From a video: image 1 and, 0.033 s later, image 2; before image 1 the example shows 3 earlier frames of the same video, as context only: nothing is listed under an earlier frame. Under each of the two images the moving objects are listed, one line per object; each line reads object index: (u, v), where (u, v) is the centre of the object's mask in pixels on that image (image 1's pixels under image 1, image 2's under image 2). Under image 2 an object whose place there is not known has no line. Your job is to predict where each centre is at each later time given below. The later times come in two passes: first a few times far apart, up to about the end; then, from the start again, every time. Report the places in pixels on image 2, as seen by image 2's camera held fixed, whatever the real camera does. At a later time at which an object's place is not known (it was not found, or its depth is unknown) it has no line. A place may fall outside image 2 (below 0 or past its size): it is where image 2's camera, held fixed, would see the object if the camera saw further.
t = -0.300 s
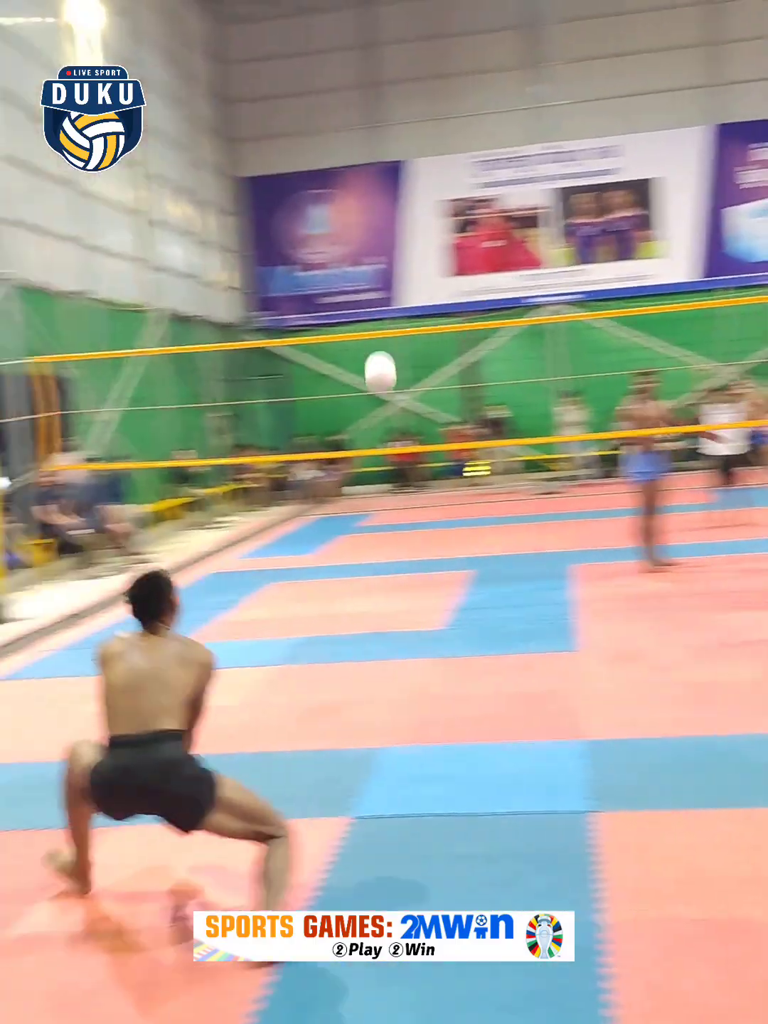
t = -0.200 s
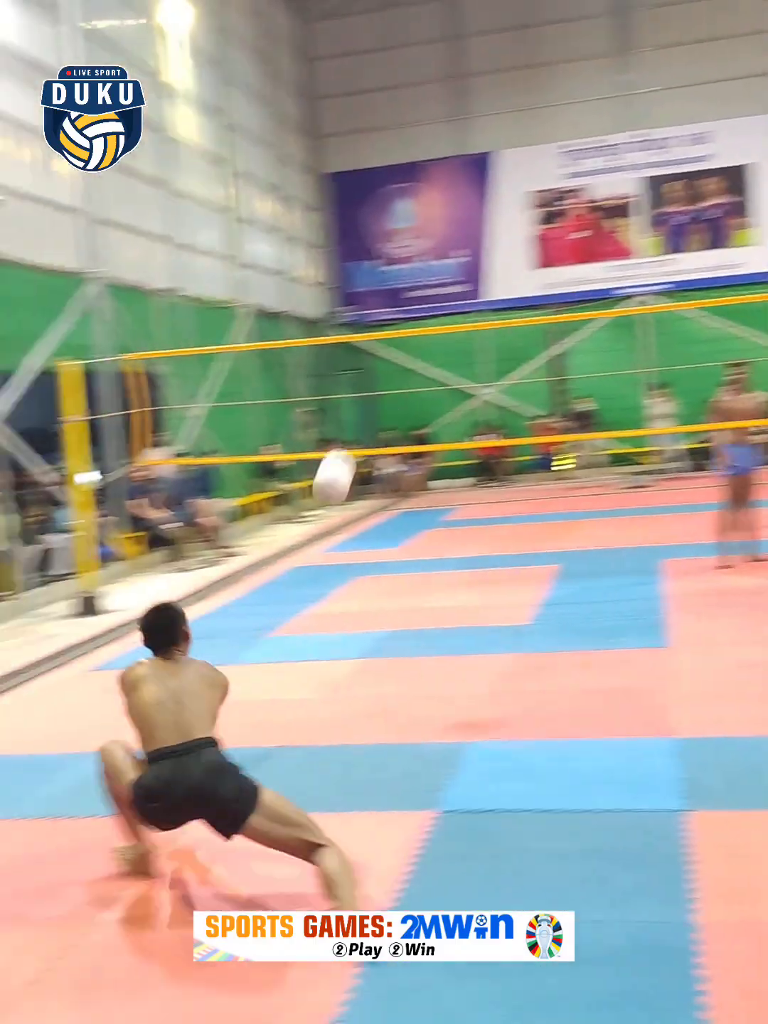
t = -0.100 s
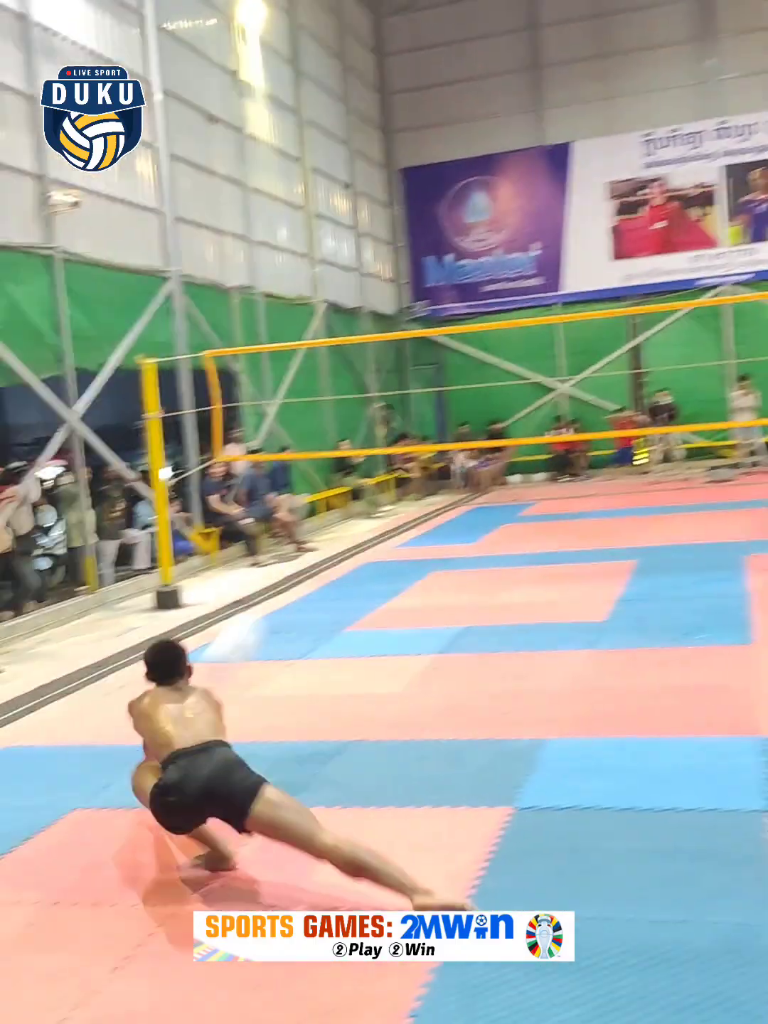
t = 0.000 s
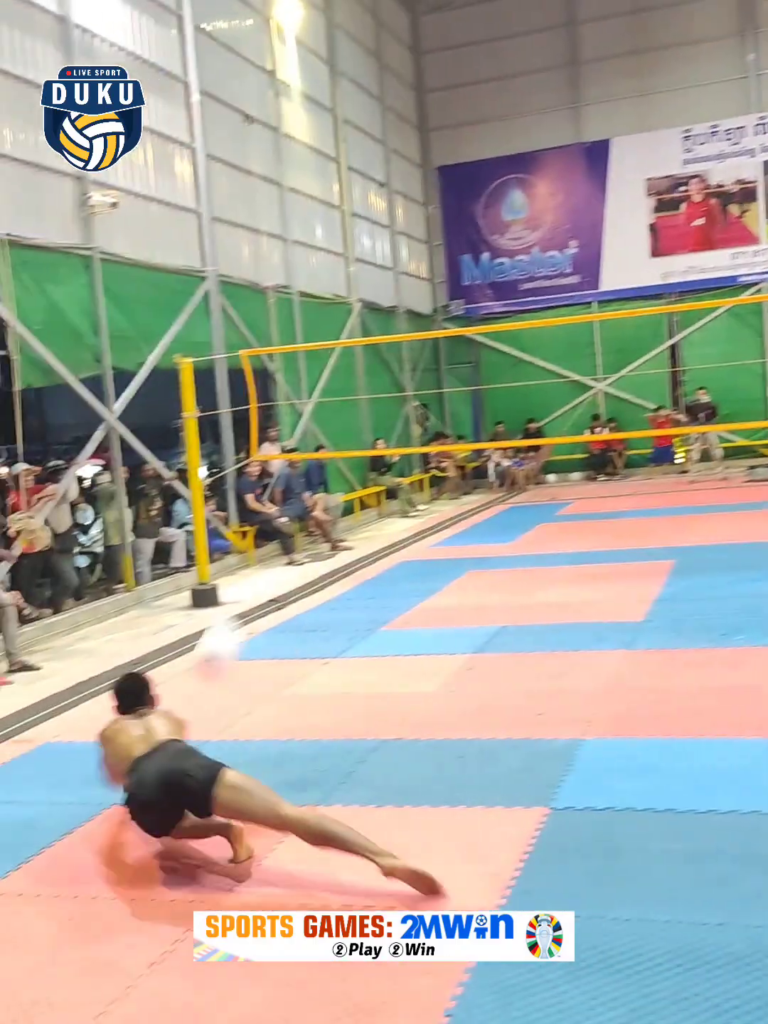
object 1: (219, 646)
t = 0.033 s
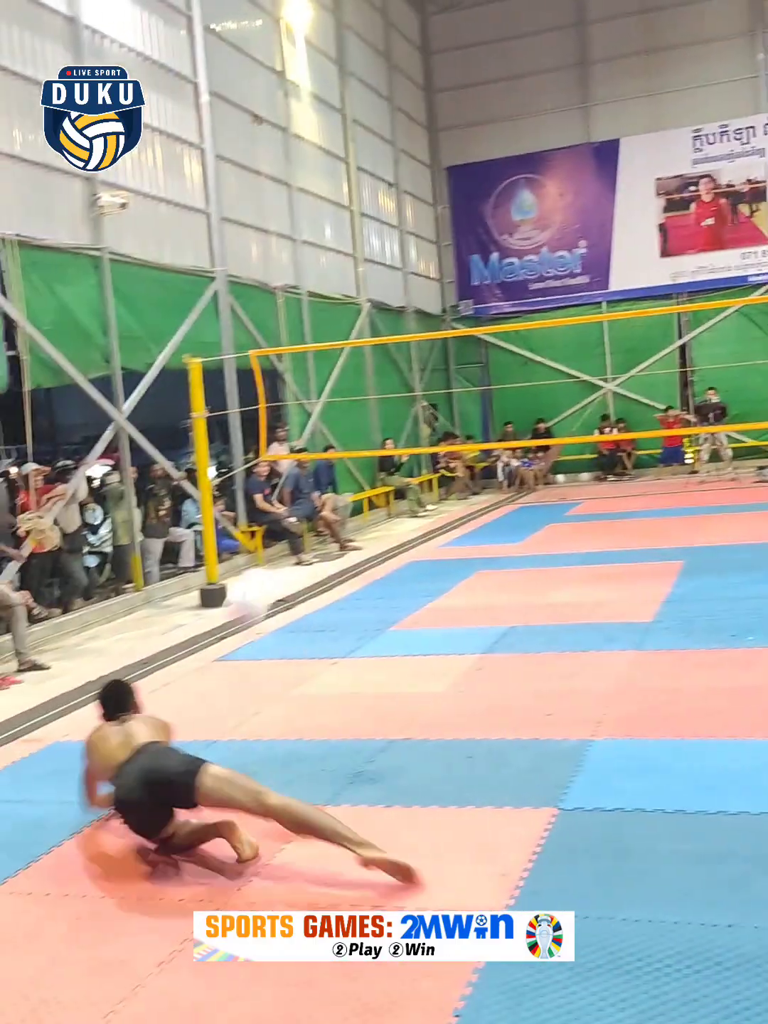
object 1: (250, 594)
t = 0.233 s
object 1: (382, 368)
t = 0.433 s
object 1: (510, 226)
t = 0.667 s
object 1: (650, 160)
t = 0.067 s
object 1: (272, 550)
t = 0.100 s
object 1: (294, 512)
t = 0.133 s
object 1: (316, 472)
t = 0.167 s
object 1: (338, 432)
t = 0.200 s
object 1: (359, 401)
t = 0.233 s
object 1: (382, 368)
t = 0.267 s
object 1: (404, 337)
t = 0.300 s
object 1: (426, 310)
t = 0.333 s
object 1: (447, 287)
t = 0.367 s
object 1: (469, 263)
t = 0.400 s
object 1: (489, 243)
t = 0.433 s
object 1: (510, 226)
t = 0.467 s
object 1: (531, 209)
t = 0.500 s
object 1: (552, 196)
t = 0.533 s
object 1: (571, 185)
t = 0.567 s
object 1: (592, 176)
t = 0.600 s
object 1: (611, 169)
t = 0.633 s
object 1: (626, 164)
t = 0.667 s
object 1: (650, 160)
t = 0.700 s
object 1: (665, 162)
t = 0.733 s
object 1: (679, 165)
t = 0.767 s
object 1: (699, 170)
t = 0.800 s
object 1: (709, 175)
